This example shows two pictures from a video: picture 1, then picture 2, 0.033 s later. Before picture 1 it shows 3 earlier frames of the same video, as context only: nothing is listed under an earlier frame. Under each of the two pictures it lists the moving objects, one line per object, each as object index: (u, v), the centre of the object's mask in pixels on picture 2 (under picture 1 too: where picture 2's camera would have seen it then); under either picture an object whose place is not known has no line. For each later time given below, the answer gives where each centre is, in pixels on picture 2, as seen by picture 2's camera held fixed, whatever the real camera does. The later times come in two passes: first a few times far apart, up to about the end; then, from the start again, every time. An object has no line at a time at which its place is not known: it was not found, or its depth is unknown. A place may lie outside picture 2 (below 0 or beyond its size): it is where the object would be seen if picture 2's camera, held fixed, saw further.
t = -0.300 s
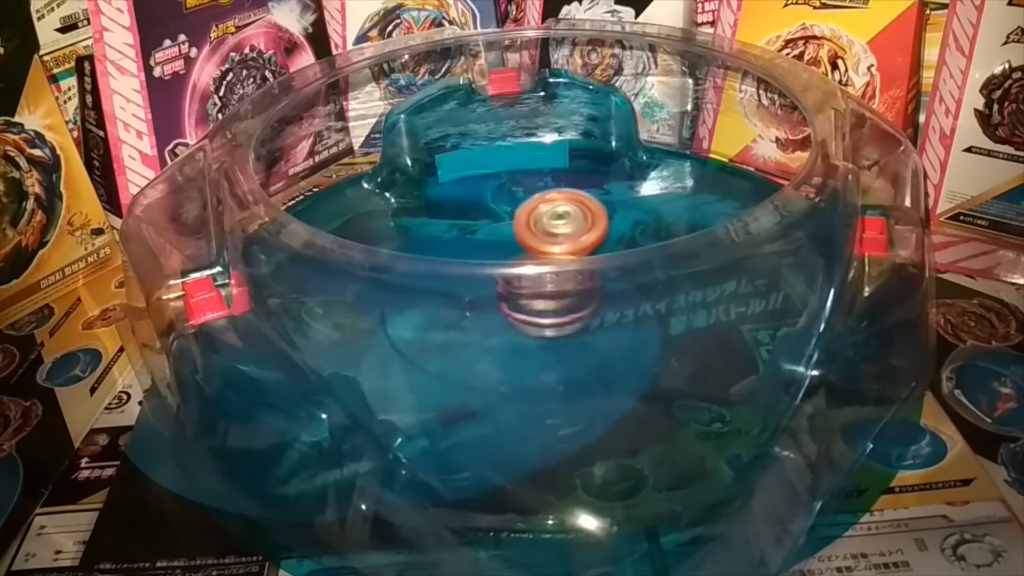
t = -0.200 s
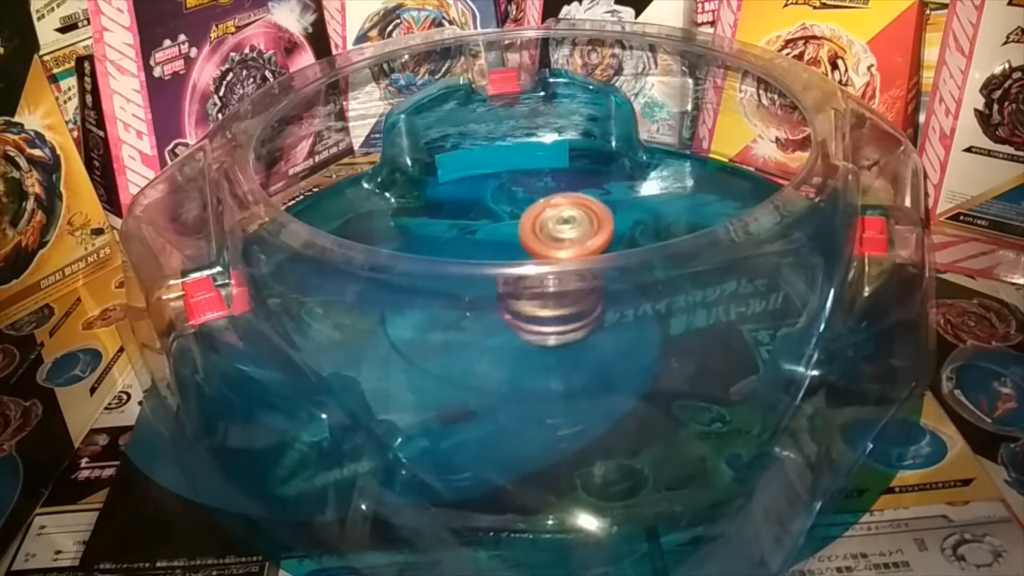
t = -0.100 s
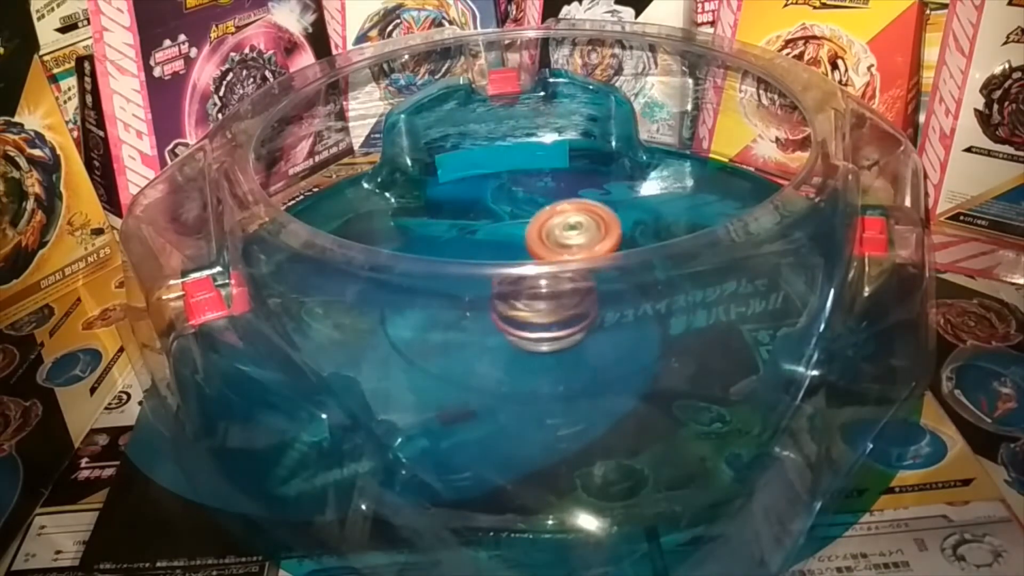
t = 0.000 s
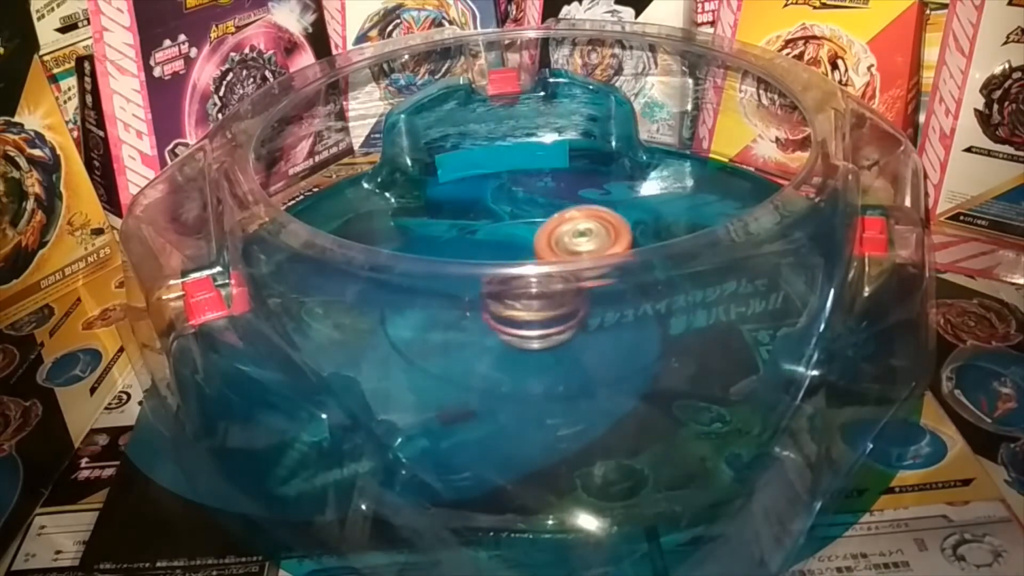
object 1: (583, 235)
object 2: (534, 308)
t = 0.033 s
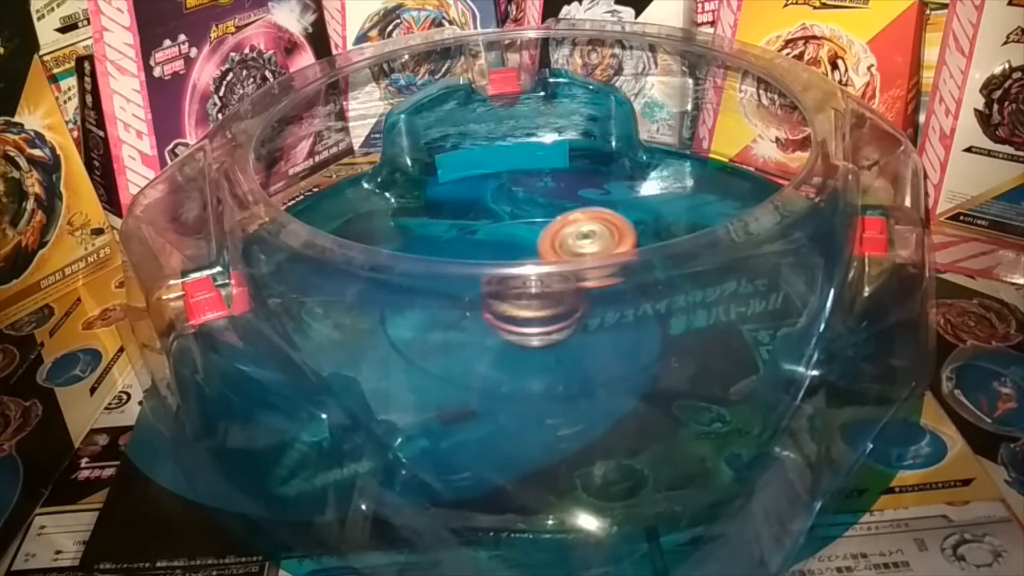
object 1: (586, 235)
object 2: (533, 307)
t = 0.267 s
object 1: (607, 241)
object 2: (500, 301)
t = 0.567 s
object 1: (617, 253)
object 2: (521, 292)
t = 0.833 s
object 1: (617, 273)
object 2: (508, 278)
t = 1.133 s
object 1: (629, 291)
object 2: (506, 275)
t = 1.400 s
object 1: (621, 302)
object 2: (494, 264)
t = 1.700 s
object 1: (593, 304)
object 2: (520, 257)
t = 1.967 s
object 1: (567, 322)
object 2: (511, 255)
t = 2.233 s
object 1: (552, 313)
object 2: (534, 247)
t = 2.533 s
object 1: (528, 312)
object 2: (533, 240)
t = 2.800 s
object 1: (513, 309)
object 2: (549, 238)
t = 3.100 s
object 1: (500, 305)
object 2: (553, 237)
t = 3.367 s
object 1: (500, 303)
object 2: (567, 236)
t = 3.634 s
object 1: (495, 298)
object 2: (583, 251)
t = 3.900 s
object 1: (485, 296)
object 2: (592, 253)
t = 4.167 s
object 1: (496, 300)
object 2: (592, 257)
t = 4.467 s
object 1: (510, 303)
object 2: (593, 254)
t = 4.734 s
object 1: (526, 302)
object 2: (595, 243)
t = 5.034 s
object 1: (524, 300)
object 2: (587, 231)
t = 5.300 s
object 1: (514, 301)
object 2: (574, 232)
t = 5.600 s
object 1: (511, 300)
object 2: (566, 231)
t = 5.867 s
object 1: (509, 302)
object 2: (561, 231)
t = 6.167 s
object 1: (517, 304)
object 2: (554, 232)
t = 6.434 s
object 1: (521, 306)
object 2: (551, 234)
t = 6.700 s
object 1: (520, 307)
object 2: (550, 236)
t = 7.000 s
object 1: (523, 306)
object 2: (547, 235)
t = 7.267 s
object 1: (523, 304)
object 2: (542, 234)
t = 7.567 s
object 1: (525, 302)
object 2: (541, 232)
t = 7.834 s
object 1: (528, 301)
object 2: (538, 231)
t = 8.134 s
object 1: (531, 301)
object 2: (534, 230)
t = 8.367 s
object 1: (536, 303)
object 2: (526, 231)
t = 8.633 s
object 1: (547, 306)
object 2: (517, 235)
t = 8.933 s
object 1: (561, 304)
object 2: (506, 239)
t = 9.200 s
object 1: (570, 300)
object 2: (491, 248)
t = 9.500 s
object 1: (569, 296)
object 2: (483, 250)
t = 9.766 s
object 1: (575, 294)
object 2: (468, 253)
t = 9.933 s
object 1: (575, 293)
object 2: (474, 258)
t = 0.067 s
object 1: (591, 235)
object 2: (532, 305)
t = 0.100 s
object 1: (600, 241)
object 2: (524, 307)
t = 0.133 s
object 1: (603, 233)
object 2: (516, 308)
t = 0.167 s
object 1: (606, 232)
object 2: (512, 307)
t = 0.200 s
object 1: (607, 231)
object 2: (507, 306)
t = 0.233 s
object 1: (608, 240)
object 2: (503, 303)
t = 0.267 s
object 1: (607, 241)
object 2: (500, 301)
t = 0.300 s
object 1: (606, 243)
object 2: (499, 292)
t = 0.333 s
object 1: (605, 245)
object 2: (502, 289)
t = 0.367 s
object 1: (605, 246)
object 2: (508, 286)
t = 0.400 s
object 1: (606, 248)
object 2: (511, 285)
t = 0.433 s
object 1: (612, 249)
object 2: (510, 287)
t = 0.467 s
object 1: (615, 250)
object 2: (510, 289)
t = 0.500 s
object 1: (616, 252)
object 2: (512, 291)
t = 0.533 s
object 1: (617, 253)
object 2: (516, 300)
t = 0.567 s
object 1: (617, 253)
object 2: (521, 292)
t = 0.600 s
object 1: (621, 252)
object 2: (518, 291)
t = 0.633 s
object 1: (624, 252)
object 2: (514, 291)
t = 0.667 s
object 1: (629, 263)
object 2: (512, 290)
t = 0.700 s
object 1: (626, 265)
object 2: (511, 287)
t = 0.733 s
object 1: (623, 265)
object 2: (510, 283)
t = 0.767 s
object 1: (621, 266)
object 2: (509, 280)
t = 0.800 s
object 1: (619, 269)
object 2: (507, 278)
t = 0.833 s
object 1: (617, 273)
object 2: (508, 278)
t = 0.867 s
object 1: (617, 276)
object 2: (509, 277)
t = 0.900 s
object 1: (621, 279)
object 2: (506, 276)
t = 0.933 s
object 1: (626, 286)
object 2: (503, 275)
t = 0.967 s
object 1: (629, 287)
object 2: (500, 273)
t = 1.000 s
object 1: (631, 288)
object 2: (498, 273)
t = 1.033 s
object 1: (632, 289)
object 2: (498, 273)
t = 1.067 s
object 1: (632, 289)
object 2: (500, 274)
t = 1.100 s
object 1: (631, 290)
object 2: (504, 276)
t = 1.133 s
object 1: (629, 291)
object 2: (506, 275)
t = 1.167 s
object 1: (626, 292)
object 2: (508, 275)
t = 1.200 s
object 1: (622, 293)
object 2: (510, 276)
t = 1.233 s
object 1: (618, 295)
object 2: (514, 276)
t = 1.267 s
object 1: (622, 297)
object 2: (511, 274)
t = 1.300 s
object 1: (626, 299)
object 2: (504, 274)
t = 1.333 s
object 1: (626, 301)
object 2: (499, 266)
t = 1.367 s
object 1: (624, 302)
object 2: (494, 266)
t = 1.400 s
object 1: (621, 302)
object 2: (494, 264)
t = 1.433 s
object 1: (616, 302)
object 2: (497, 263)
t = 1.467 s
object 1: (612, 302)
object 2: (502, 260)
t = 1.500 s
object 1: (609, 301)
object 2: (507, 258)
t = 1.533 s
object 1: (607, 300)
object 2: (512, 257)
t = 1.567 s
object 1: (605, 300)
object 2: (516, 257)
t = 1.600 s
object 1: (602, 299)
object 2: (519, 256)
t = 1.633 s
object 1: (600, 300)
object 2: (522, 256)
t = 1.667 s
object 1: (597, 301)
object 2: (522, 257)
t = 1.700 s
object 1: (593, 304)
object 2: (520, 257)
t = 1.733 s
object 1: (589, 307)
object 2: (518, 257)
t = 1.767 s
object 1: (584, 309)
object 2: (518, 257)
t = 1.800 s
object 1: (579, 312)
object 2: (518, 257)
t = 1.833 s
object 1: (574, 314)
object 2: (518, 255)
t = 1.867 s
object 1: (570, 315)
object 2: (517, 256)
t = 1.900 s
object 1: (567, 315)
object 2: (516, 256)
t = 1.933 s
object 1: (564, 316)
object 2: (514, 256)
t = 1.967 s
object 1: (567, 322)
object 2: (511, 255)
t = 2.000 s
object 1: (568, 324)
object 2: (508, 251)
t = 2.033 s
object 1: (567, 325)
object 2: (507, 248)
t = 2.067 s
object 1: (565, 325)
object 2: (509, 246)
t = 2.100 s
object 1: (562, 323)
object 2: (513, 245)
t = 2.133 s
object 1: (559, 322)
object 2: (518, 245)
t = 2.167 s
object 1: (557, 321)
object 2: (525, 247)
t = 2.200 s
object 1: (555, 319)
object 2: (530, 247)
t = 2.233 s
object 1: (552, 313)
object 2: (534, 247)
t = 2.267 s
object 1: (550, 311)
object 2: (535, 239)
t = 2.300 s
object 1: (548, 311)
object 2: (536, 240)
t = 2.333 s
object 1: (546, 311)
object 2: (536, 239)
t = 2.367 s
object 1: (543, 312)
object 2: (537, 239)
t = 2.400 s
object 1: (539, 313)
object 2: (537, 238)
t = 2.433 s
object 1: (536, 313)
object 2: (536, 238)
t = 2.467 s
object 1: (533, 313)
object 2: (536, 238)
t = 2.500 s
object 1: (531, 312)
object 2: (534, 239)
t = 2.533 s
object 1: (528, 312)
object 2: (533, 240)
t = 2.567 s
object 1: (526, 314)
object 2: (533, 239)
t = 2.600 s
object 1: (522, 316)
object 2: (534, 237)
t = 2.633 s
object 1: (520, 316)
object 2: (535, 236)
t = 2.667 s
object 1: (518, 315)
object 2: (537, 236)
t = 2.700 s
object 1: (517, 313)
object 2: (539, 236)
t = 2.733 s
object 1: (517, 311)
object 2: (542, 237)
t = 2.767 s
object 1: (514, 311)
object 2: (545, 238)
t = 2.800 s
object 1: (513, 309)
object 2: (549, 238)
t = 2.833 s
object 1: (512, 309)
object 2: (552, 239)
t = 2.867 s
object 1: (510, 308)
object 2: (552, 238)
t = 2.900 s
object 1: (508, 308)
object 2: (551, 238)
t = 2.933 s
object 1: (507, 307)
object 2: (549, 238)
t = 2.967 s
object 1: (505, 308)
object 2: (548, 238)
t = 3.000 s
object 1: (504, 307)
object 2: (549, 238)
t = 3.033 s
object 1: (503, 306)
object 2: (550, 237)
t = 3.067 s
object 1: (502, 305)
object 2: (551, 238)
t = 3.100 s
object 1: (500, 305)
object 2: (553, 237)
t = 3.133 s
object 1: (498, 305)
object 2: (554, 236)
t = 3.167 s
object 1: (497, 304)
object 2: (555, 236)
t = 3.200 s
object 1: (497, 304)
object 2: (556, 236)
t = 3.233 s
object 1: (498, 303)
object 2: (559, 244)
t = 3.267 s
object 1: (498, 303)
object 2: (560, 237)
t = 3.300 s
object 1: (498, 303)
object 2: (565, 244)
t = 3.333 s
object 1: (499, 303)
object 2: (566, 235)
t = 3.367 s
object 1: (500, 303)
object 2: (567, 236)
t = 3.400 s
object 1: (502, 302)
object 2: (568, 244)
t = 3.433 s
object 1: (503, 302)
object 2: (568, 236)
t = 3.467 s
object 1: (500, 302)
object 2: (574, 243)
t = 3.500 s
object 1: (498, 302)
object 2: (577, 243)
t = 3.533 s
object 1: (496, 301)
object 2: (579, 245)
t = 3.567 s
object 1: (495, 300)
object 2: (581, 247)
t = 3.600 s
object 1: (494, 299)
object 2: (583, 249)
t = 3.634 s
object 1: (495, 298)
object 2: (583, 251)
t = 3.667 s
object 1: (495, 298)
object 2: (584, 252)
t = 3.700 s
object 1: (489, 298)
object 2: (587, 251)
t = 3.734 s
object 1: (486, 298)
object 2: (589, 251)
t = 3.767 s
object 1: (485, 297)
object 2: (589, 251)
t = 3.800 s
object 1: (487, 297)
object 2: (588, 252)
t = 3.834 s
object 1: (489, 296)
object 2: (587, 254)
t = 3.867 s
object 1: (490, 296)
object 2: (587, 255)
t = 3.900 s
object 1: (485, 296)
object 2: (592, 253)
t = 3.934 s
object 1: (483, 296)
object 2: (596, 252)
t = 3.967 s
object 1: (484, 297)
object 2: (597, 253)
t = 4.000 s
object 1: (484, 298)
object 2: (597, 254)
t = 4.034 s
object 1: (486, 298)
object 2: (597, 255)
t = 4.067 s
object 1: (488, 298)
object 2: (597, 256)
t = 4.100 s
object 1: (491, 299)
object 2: (595, 256)
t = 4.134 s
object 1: (495, 300)
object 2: (593, 257)
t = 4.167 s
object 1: (496, 300)
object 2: (592, 257)
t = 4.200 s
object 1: (496, 300)
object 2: (591, 257)
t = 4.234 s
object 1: (497, 300)
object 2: (591, 257)
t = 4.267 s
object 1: (498, 300)
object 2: (592, 257)
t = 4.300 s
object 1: (499, 301)
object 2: (592, 257)
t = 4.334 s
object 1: (502, 301)
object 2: (592, 257)
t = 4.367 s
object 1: (504, 302)
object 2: (593, 256)
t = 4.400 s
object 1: (505, 302)
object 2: (593, 255)
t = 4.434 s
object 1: (507, 302)
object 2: (594, 255)
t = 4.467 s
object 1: (510, 303)
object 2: (593, 254)
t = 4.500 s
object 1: (512, 303)
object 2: (594, 252)
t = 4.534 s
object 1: (514, 303)
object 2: (594, 251)
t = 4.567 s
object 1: (516, 303)
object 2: (594, 249)
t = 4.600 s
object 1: (519, 303)
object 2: (596, 250)
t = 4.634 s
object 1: (522, 303)
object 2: (595, 247)
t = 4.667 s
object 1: (524, 302)
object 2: (595, 246)
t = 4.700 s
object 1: (526, 302)
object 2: (595, 244)
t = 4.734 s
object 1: (526, 302)
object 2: (595, 243)
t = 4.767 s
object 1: (526, 302)
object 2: (595, 242)
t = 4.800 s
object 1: (527, 302)
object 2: (594, 241)
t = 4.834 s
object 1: (528, 301)
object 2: (593, 241)
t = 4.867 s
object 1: (528, 301)
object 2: (591, 233)
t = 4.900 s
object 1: (528, 301)
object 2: (590, 232)
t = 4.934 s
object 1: (528, 301)
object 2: (590, 232)
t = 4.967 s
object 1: (528, 300)
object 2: (588, 232)
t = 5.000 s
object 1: (526, 300)
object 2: (588, 232)
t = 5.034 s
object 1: (524, 300)
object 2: (587, 231)
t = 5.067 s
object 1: (523, 300)
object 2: (586, 231)
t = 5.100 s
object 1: (522, 300)
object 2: (584, 231)
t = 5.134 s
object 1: (521, 300)
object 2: (582, 232)
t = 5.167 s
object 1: (520, 300)
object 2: (580, 232)
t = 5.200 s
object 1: (517, 301)
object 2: (579, 232)
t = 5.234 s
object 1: (515, 301)
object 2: (578, 232)
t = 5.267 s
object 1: (514, 301)
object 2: (576, 232)
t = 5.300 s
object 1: (514, 301)
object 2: (574, 232)
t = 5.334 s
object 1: (514, 301)
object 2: (572, 232)
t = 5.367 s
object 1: (513, 301)
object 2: (570, 232)
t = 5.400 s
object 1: (509, 301)
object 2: (571, 231)
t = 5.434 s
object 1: (507, 301)
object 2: (570, 230)
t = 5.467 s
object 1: (507, 301)
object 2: (569, 230)
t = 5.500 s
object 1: (508, 301)
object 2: (567, 231)
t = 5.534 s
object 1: (510, 300)
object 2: (566, 231)
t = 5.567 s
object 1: (512, 300)
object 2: (565, 232)
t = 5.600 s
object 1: (511, 300)
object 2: (566, 231)
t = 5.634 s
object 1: (508, 301)
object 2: (567, 230)
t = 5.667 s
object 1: (506, 302)
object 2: (566, 230)
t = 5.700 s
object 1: (506, 302)
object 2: (565, 230)
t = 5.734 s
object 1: (507, 301)
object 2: (564, 231)
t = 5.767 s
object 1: (509, 301)
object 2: (562, 232)
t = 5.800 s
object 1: (511, 301)
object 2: (560, 232)
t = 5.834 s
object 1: (510, 302)
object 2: (561, 232)
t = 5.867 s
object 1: (509, 302)
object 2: (561, 231)
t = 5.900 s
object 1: (510, 302)
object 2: (559, 231)
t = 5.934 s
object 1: (512, 302)
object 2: (557, 231)
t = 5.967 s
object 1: (514, 302)
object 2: (555, 232)
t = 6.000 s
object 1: (515, 303)
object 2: (554, 232)
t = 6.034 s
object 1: (514, 304)
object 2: (556, 231)
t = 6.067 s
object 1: (513, 305)
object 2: (556, 230)
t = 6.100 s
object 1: (514, 305)
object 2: (556, 230)
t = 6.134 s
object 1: (515, 304)
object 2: (555, 231)
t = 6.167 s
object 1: (517, 304)
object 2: (554, 232)
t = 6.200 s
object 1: (519, 304)
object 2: (553, 233)
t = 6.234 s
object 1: (520, 304)
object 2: (553, 233)
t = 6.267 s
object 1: (521, 305)
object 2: (553, 233)
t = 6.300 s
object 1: (521, 305)
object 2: (553, 234)
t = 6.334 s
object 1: (521, 304)
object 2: (552, 234)
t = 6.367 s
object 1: (521, 305)
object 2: (552, 234)
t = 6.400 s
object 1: (521, 306)
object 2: (552, 234)
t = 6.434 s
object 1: (521, 306)
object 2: (551, 234)
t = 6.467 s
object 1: (521, 305)
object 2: (551, 235)
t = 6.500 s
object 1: (521, 305)
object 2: (550, 235)
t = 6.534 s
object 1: (520, 306)
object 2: (550, 234)
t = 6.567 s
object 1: (519, 307)
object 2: (550, 234)
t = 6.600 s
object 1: (518, 307)
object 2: (550, 235)
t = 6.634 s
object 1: (519, 306)
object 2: (549, 235)
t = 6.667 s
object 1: (519, 306)
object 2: (549, 236)
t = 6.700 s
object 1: (520, 307)
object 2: (550, 236)
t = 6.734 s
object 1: (520, 307)
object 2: (550, 236)
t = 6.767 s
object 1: (521, 307)
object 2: (550, 236)
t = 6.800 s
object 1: (522, 306)
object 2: (550, 236)
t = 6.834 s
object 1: (522, 307)
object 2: (550, 236)
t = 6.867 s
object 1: (522, 307)
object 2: (551, 235)
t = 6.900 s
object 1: (522, 307)
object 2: (550, 235)
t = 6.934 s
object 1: (523, 306)
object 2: (549, 236)
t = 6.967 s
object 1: (523, 306)
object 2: (548, 235)
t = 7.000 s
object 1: (523, 306)
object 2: (547, 235)
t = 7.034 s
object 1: (523, 306)
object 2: (545, 235)
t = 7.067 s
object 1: (523, 305)
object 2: (544, 235)
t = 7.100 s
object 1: (524, 305)
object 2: (544, 235)
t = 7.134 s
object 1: (523, 305)
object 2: (543, 235)
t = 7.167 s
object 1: (523, 304)
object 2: (543, 235)
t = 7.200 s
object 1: (523, 304)
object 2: (543, 235)
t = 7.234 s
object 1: (523, 304)
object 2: (542, 234)
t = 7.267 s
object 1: (523, 304)
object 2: (542, 234)
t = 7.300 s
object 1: (524, 304)
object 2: (541, 234)
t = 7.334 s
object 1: (524, 304)
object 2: (541, 234)
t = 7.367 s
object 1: (524, 303)
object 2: (542, 233)
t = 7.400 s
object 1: (524, 303)
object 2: (542, 233)
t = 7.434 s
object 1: (525, 302)
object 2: (542, 233)
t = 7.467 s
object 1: (525, 303)
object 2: (542, 232)
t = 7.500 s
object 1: (524, 303)
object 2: (541, 232)
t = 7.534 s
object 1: (524, 303)
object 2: (541, 231)
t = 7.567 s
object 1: (525, 302)
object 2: (541, 232)
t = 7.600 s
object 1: (525, 302)
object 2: (541, 232)
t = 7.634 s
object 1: (525, 302)
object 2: (541, 232)
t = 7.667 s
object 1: (525, 301)
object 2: (540, 231)
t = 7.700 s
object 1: (526, 301)
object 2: (539, 231)
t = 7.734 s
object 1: (526, 302)
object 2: (539, 231)
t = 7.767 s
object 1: (526, 302)
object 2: (539, 231)
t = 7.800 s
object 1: (527, 302)
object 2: (539, 231)
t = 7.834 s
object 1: (528, 301)
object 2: (538, 231)
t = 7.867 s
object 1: (529, 301)
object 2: (538, 231)
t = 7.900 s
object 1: (530, 301)
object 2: (537, 231)
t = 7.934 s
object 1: (529, 302)
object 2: (537, 230)
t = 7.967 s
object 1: (529, 302)
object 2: (537, 230)
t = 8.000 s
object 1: (529, 301)
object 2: (537, 230)
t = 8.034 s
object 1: (530, 301)
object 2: (536, 230)
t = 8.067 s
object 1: (531, 301)
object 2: (535, 231)
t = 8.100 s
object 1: (531, 301)
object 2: (535, 230)
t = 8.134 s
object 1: (531, 301)
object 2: (534, 230)
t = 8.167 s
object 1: (532, 301)
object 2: (533, 231)
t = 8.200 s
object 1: (532, 301)
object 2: (532, 230)
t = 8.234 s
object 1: (532, 301)
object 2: (530, 230)
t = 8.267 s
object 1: (533, 302)
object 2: (529, 230)
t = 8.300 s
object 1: (534, 301)
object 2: (528, 231)
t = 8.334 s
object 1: (535, 302)
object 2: (528, 231)
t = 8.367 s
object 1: (536, 303)
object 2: (526, 231)
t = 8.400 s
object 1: (537, 303)
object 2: (525, 231)
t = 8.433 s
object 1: (538, 304)
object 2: (524, 231)
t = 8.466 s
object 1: (539, 304)
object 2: (523, 231)
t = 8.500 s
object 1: (540, 304)
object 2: (522, 232)
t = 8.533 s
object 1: (542, 304)
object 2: (521, 233)
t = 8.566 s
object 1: (543, 304)
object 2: (521, 234)
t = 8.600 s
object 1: (545, 304)
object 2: (520, 235)
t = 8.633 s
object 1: (547, 306)
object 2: (517, 235)
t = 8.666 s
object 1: (548, 306)
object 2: (515, 234)
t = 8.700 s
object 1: (548, 306)
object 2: (514, 235)
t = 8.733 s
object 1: (549, 306)
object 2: (513, 235)
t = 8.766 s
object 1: (551, 305)
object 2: (512, 236)
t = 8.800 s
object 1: (552, 304)
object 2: (512, 237)
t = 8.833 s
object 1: (553, 304)
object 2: (511, 238)
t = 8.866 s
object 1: (554, 303)
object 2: (510, 238)
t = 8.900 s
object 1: (556, 304)
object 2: (508, 238)
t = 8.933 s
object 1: (561, 304)
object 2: (506, 239)
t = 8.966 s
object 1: (562, 304)
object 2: (505, 239)
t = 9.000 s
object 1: (563, 303)
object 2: (503, 247)
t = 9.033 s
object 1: (565, 303)
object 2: (499, 247)
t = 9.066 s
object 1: (566, 303)
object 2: (497, 247)
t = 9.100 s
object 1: (567, 302)
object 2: (496, 248)
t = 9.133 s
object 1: (567, 301)
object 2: (495, 249)
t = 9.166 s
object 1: (568, 300)
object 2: (494, 250)
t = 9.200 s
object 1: (570, 300)
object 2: (491, 248)
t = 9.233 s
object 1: (571, 300)
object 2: (488, 247)
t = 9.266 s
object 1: (572, 299)
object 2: (486, 247)
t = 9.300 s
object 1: (573, 298)
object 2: (486, 247)
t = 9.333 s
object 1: (572, 298)
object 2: (485, 247)
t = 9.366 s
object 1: (572, 297)
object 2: (485, 248)
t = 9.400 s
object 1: (571, 297)
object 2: (486, 249)
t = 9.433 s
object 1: (570, 296)
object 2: (486, 250)
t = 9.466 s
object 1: (570, 296)
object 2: (485, 250)
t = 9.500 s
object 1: (569, 296)
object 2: (483, 250)
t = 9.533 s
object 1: (569, 296)
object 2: (482, 251)
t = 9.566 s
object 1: (569, 295)
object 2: (482, 252)
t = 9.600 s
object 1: (569, 295)
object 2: (480, 252)
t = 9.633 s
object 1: (569, 295)
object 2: (478, 253)
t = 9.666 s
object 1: (569, 294)
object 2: (478, 254)
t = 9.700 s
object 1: (573, 295)
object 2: (473, 253)
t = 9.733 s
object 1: (575, 295)
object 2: (469, 252)
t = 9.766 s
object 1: (575, 294)
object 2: (468, 253)
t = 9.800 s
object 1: (575, 294)
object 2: (468, 253)
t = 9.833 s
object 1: (575, 294)
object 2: (469, 255)
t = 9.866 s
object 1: (575, 293)
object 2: (471, 256)
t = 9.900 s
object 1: (574, 293)
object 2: (473, 257)
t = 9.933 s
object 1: (575, 293)
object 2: (474, 258)
